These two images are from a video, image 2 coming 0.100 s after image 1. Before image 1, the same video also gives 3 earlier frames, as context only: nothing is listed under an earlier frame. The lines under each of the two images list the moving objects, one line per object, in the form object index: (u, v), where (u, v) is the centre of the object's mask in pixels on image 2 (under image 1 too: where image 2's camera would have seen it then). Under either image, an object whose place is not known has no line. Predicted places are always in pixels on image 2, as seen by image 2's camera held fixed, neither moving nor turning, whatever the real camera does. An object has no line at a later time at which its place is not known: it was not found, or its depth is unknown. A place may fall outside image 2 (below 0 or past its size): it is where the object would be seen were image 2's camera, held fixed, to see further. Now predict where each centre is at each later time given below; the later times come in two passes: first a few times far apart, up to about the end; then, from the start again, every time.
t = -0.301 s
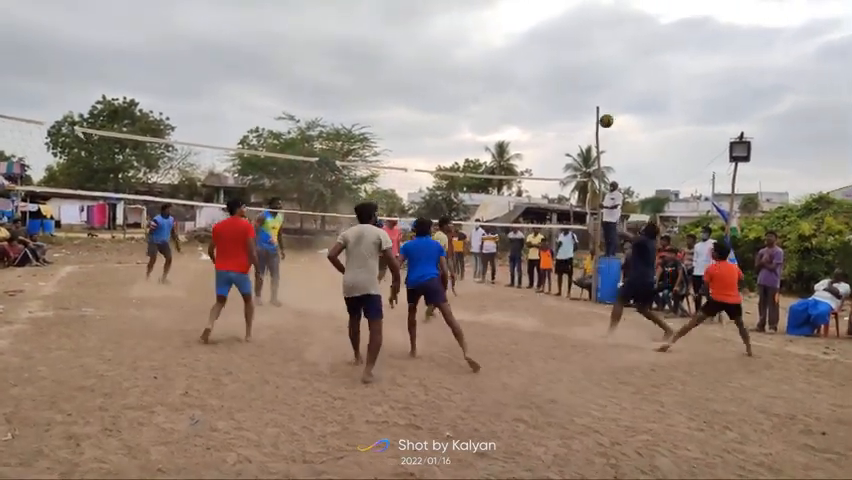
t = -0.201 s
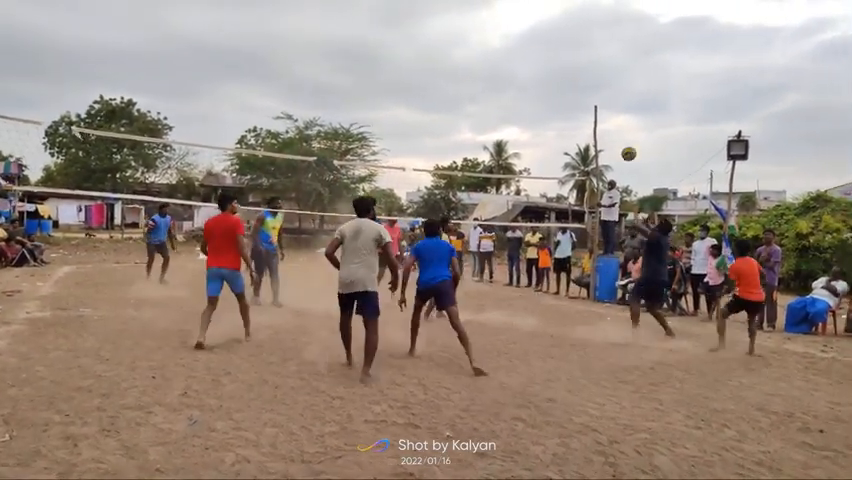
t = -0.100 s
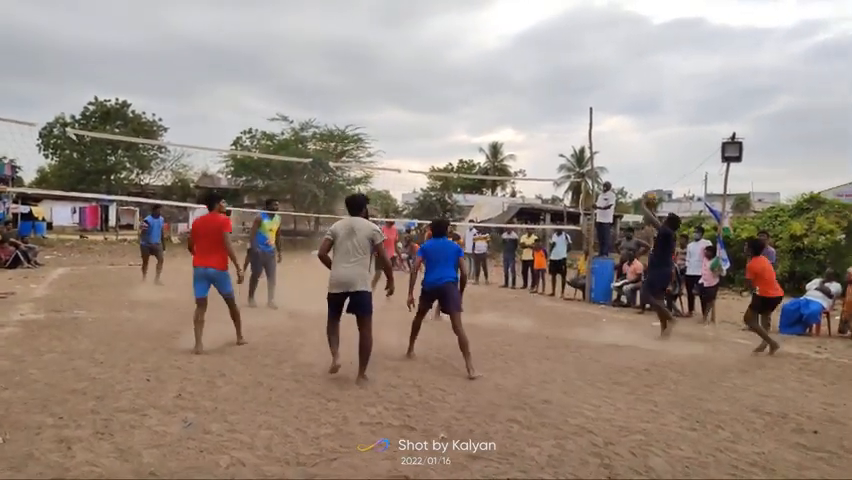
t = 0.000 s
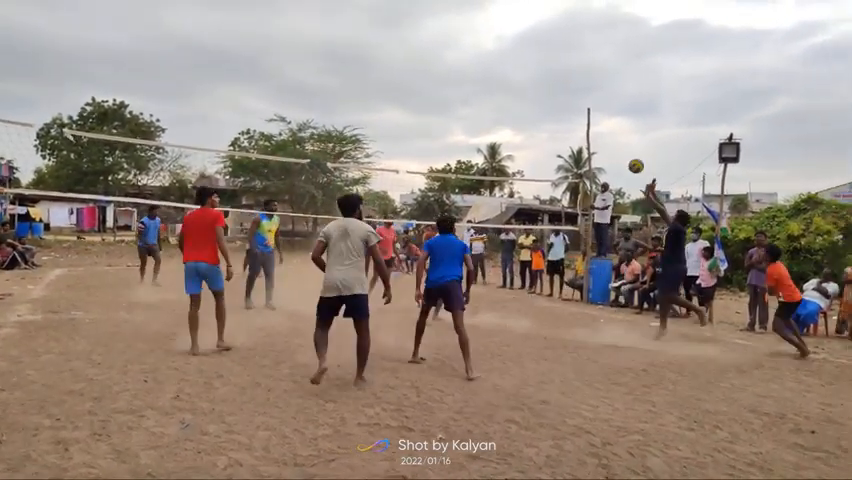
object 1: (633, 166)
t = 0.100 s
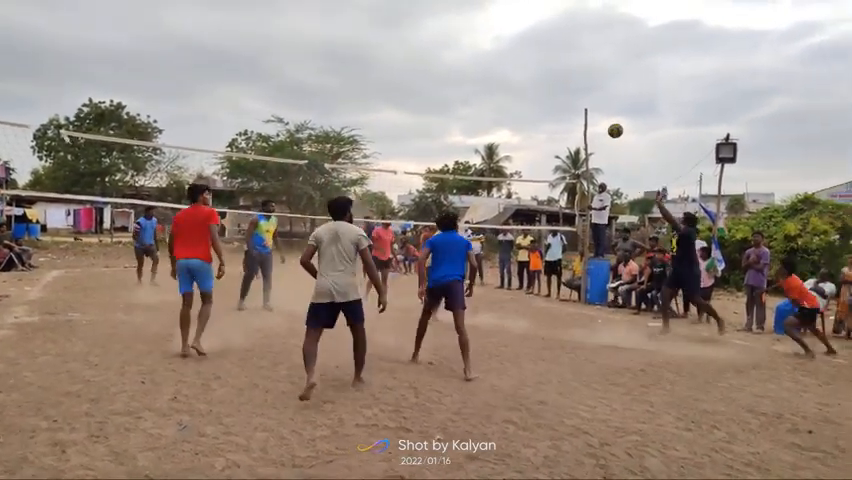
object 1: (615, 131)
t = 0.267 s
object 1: (585, 87)
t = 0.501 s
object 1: (544, 59)
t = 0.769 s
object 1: (501, 72)
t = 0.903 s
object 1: (480, 95)
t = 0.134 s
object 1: (609, 120)
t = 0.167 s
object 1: (603, 111)
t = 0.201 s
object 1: (597, 102)
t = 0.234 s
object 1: (591, 94)
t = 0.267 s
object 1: (585, 87)
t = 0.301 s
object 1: (579, 81)
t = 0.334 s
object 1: (573, 75)
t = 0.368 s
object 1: (567, 70)
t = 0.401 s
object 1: (561, 66)
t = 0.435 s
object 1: (556, 63)
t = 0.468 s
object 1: (550, 61)
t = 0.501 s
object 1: (544, 59)
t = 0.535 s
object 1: (538, 58)
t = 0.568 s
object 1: (533, 58)
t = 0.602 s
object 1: (527, 59)
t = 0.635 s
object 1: (522, 60)
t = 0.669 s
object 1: (516, 62)
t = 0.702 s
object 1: (511, 65)
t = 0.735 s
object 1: (506, 68)
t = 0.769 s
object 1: (501, 72)
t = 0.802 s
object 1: (495, 77)
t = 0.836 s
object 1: (490, 83)
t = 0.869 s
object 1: (485, 89)
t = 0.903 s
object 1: (480, 95)
